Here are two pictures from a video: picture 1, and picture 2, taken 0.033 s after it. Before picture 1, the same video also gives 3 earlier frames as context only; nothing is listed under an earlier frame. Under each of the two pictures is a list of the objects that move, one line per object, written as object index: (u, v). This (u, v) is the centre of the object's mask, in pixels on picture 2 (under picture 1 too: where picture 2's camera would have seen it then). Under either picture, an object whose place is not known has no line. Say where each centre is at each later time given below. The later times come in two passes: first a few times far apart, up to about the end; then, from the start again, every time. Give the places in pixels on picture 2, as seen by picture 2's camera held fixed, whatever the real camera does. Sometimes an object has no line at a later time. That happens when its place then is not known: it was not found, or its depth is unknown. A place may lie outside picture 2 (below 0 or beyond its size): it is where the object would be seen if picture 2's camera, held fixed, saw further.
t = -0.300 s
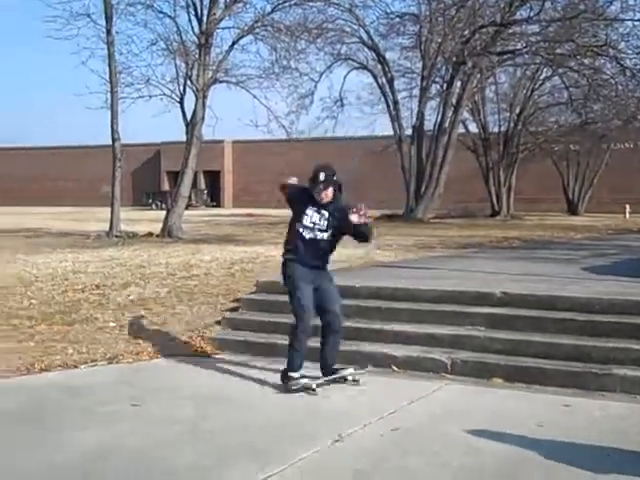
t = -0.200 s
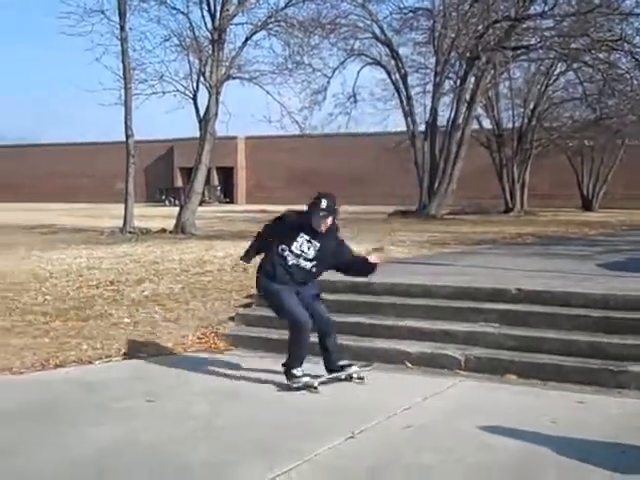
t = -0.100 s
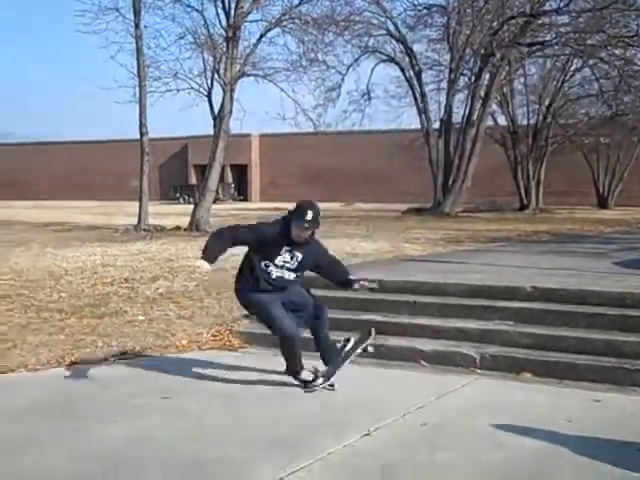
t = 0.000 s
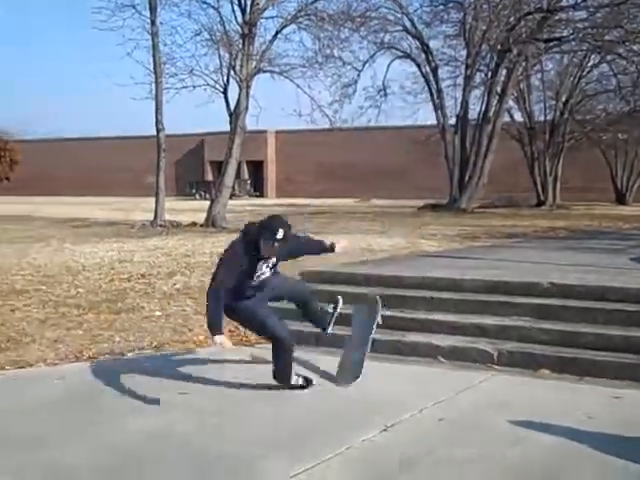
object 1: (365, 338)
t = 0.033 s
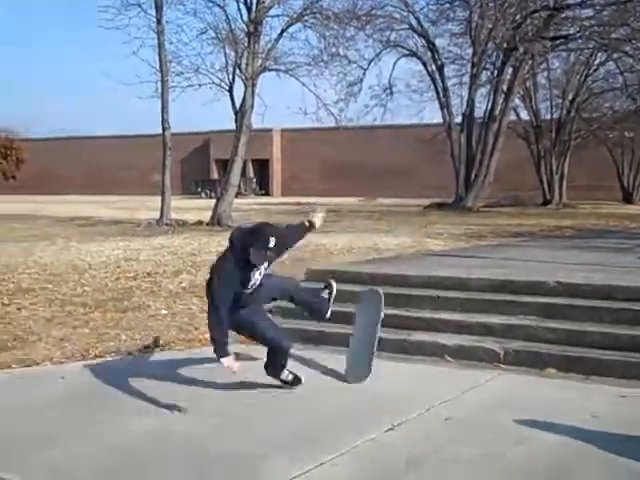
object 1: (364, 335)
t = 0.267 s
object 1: (357, 339)
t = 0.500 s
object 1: (347, 353)
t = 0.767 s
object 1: (349, 353)
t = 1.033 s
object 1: (347, 350)
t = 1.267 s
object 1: (345, 348)
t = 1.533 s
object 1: (342, 346)
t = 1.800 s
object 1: (341, 346)
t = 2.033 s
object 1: (341, 346)
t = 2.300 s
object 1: (341, 346)
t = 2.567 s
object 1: (341, 346)
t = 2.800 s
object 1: (341, 346)
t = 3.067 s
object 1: (340, 346)
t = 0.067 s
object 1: (364, 334)
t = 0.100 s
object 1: (363, 332)
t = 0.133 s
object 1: (363, 331)
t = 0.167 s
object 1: (362, 333)
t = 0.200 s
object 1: (360, 334)
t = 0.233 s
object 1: (359, 336)
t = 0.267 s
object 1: (357, 339)
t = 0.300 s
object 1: (355, 342)
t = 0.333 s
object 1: (352, 346)
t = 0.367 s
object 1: (349, 350)
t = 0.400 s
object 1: (346, 354)
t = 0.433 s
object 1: (349, 358)
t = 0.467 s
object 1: (347, 356)
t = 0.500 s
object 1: (347, 353)
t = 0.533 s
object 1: (347, 353)
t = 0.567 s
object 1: (347, 353)
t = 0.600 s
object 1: (347, 352)
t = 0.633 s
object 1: (348, 354)
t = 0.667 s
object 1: (348, 354)
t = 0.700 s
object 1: (349, 354)
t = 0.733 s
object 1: (349, 354)
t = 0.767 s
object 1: (349, 353)
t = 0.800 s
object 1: (348, 353)
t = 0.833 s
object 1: (348, 352)
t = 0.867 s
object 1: (348, 352)
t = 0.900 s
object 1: (347, 351)
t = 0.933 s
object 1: (347, 351)
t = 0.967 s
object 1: (347, 351)
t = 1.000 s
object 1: (347, 350)
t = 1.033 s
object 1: (347, 350)
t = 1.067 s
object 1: (346, 350)
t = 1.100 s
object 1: (346, 349)
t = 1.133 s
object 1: (346, 349)
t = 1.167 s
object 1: (346, 349)
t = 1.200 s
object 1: (346, 348)
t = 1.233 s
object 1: (345, 348)
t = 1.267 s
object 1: (345, 348)
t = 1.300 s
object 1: (344, 348)
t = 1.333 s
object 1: (344, 347)
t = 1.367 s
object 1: (343, 347)
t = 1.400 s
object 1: (343, 347)
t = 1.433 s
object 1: (343, 346)
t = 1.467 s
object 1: (342, 346)
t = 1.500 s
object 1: (342, 346)
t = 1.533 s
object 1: (342, 346)
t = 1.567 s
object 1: (342, 346)
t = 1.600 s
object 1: (342, 346)
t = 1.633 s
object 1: (341, 346)
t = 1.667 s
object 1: (341, 346)
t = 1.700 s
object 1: (341, 346)
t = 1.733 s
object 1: (341, 346)
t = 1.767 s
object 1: (340, 346)
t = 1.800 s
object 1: (341, 346)
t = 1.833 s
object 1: (341, 346)
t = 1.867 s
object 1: (341, 346)
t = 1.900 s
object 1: (340, 346)
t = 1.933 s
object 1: (341, 346)
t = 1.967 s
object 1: (341, 346)
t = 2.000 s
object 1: (341, 346)
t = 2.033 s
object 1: (341, 346)
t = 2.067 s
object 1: (341, 346)
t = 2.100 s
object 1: (341, 346)
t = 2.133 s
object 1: (341, 346)
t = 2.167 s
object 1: (341, 346)
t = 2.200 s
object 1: (341, 346)
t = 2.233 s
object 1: (341, 346)
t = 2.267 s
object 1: (341, 346)
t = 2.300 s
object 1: (341, 346)
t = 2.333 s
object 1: (341, 346)
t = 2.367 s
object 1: (341, 346)
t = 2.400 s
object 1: (341, 346)
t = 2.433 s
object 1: (341, 346)
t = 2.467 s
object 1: (341, 346)
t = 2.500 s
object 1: (341, 346)
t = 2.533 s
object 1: (341, 346)
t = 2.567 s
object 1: (341, 346)
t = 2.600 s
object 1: (341, 346)
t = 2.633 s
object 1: (341, 346)
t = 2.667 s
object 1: (341, 346)
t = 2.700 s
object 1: (341, 346)
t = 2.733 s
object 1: (341, 346)
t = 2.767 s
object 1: (341, 346)
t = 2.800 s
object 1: (341, 346)
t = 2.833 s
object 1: (341, 347)
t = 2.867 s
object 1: (341, 346)
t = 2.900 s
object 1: (341, 346)
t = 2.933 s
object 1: (340, 346)
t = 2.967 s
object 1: (341, 346)
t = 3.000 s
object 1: (341, 346)
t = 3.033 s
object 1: (340, 346)
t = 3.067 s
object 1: (340, 346)
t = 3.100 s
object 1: (340, 346)
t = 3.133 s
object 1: (340, 346)
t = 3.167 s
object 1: (340, 346)
